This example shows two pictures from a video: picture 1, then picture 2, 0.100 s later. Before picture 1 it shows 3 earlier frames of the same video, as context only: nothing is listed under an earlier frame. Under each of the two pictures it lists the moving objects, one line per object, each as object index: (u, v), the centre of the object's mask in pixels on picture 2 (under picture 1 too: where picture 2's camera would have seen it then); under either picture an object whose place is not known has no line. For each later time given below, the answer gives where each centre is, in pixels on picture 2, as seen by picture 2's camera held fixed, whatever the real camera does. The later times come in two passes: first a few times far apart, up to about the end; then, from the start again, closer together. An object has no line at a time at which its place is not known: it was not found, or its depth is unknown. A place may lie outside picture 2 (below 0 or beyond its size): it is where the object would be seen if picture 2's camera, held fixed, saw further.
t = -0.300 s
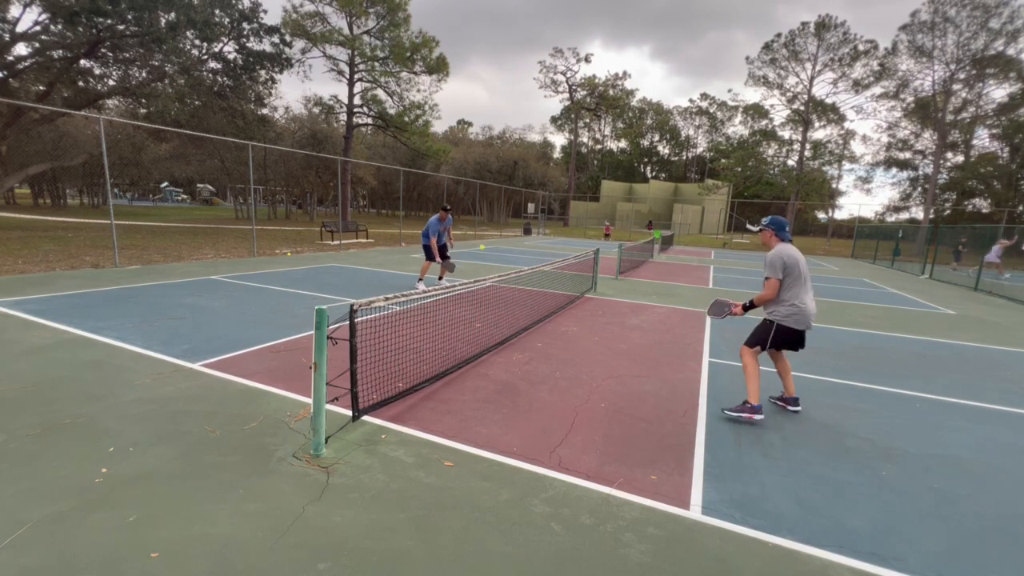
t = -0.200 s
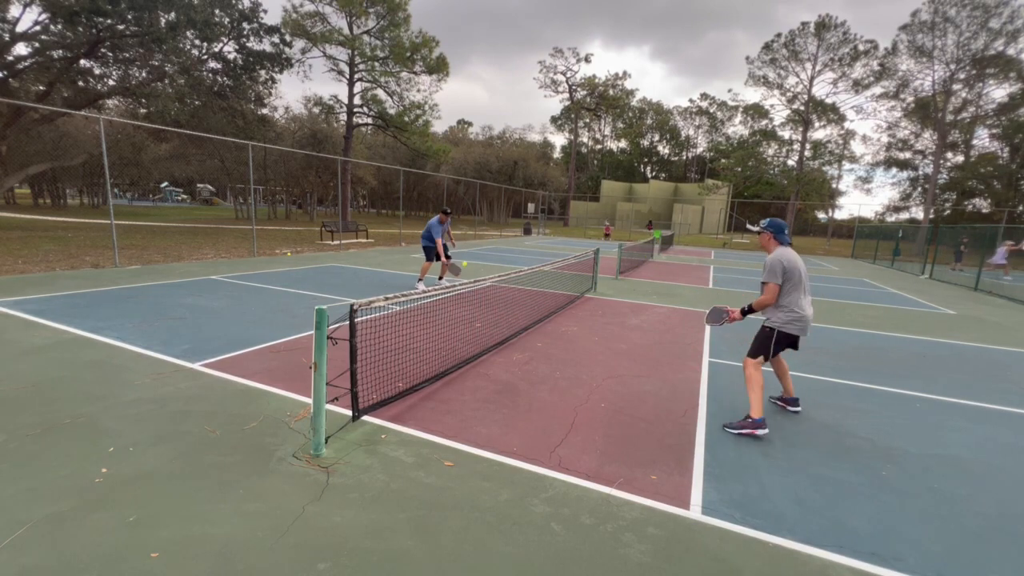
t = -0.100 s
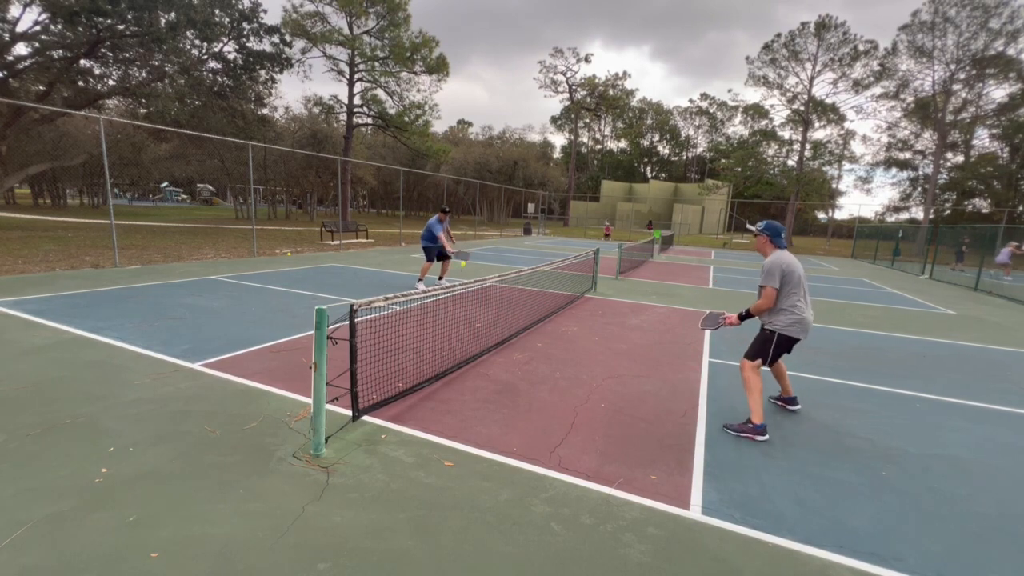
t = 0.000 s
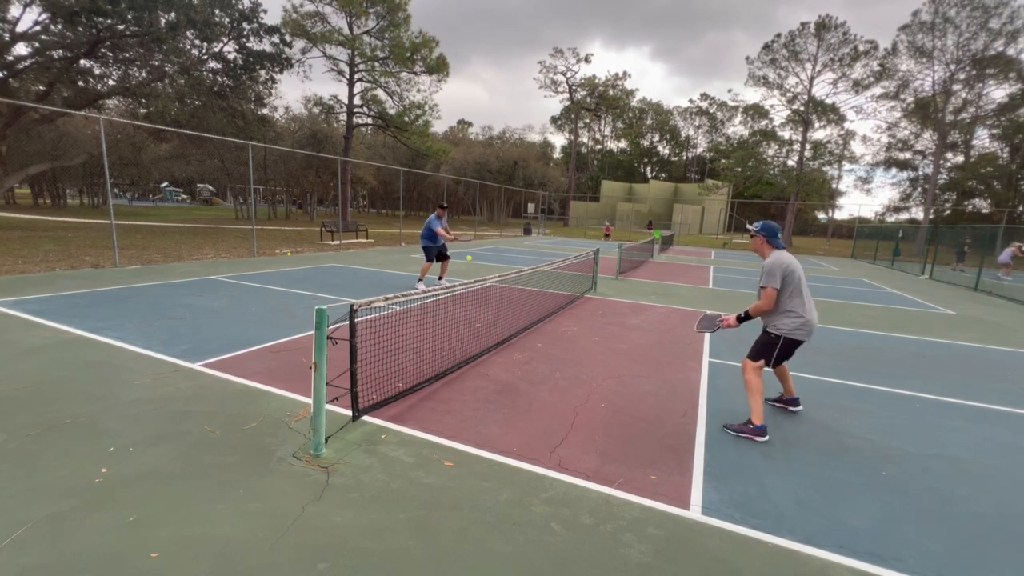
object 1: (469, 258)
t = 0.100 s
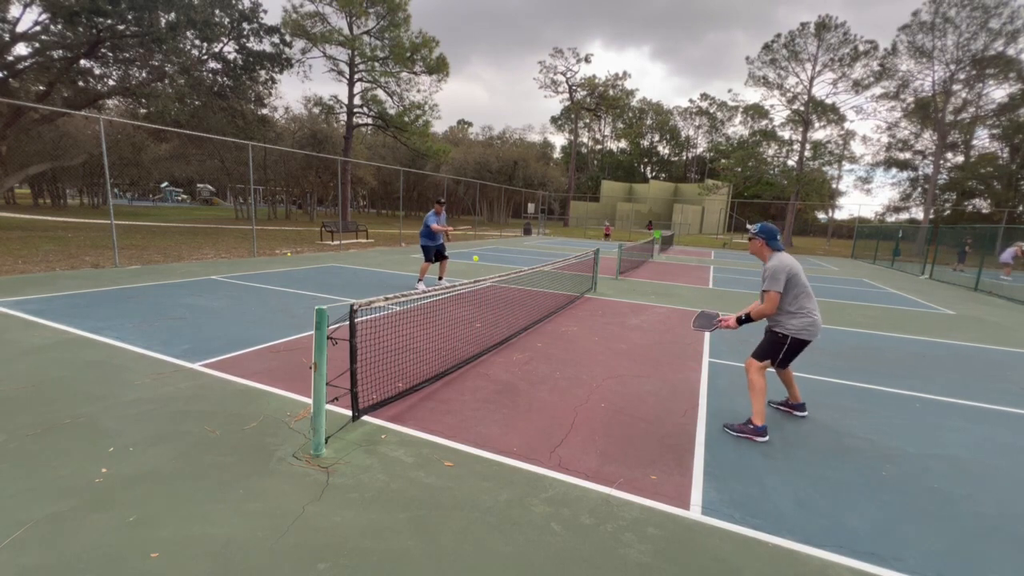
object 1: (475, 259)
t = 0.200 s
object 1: (483, 266)
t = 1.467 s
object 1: (343, 393)
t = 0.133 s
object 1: (477, 260)
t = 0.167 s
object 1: (480, 263)
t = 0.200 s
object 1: (483, 266)
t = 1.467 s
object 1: (343, 393)
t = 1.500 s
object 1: (336, 393)
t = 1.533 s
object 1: (330, 395)
